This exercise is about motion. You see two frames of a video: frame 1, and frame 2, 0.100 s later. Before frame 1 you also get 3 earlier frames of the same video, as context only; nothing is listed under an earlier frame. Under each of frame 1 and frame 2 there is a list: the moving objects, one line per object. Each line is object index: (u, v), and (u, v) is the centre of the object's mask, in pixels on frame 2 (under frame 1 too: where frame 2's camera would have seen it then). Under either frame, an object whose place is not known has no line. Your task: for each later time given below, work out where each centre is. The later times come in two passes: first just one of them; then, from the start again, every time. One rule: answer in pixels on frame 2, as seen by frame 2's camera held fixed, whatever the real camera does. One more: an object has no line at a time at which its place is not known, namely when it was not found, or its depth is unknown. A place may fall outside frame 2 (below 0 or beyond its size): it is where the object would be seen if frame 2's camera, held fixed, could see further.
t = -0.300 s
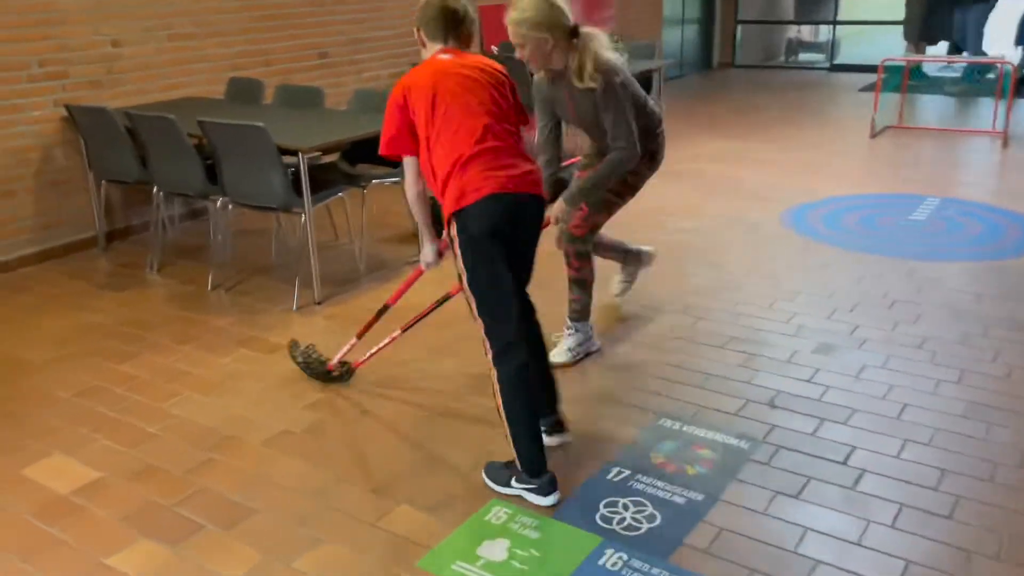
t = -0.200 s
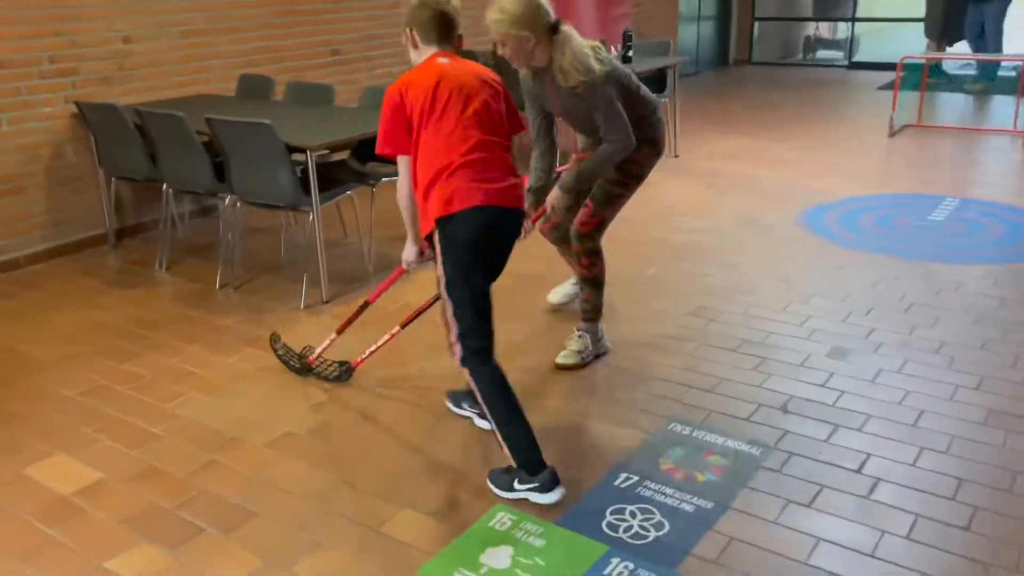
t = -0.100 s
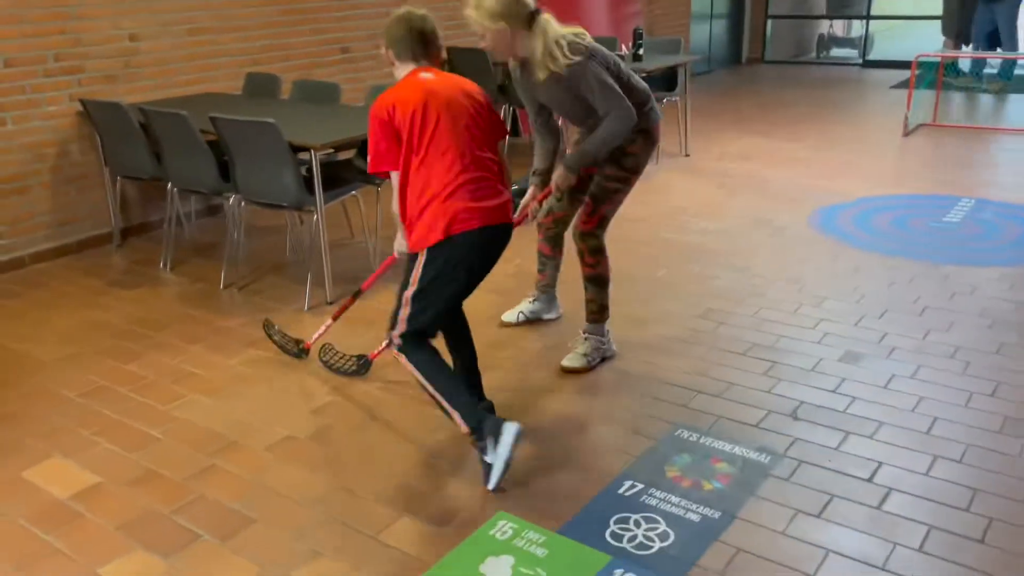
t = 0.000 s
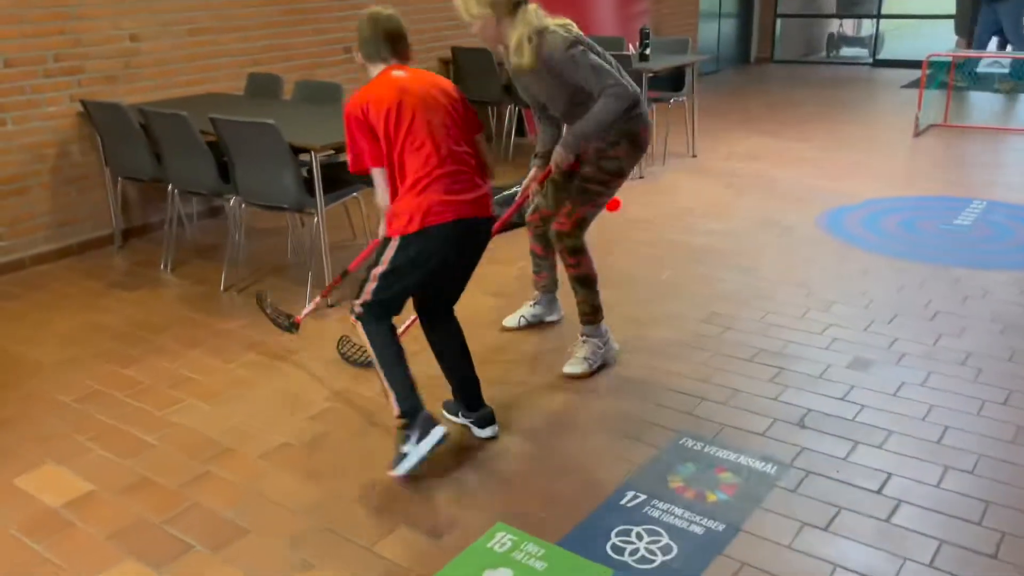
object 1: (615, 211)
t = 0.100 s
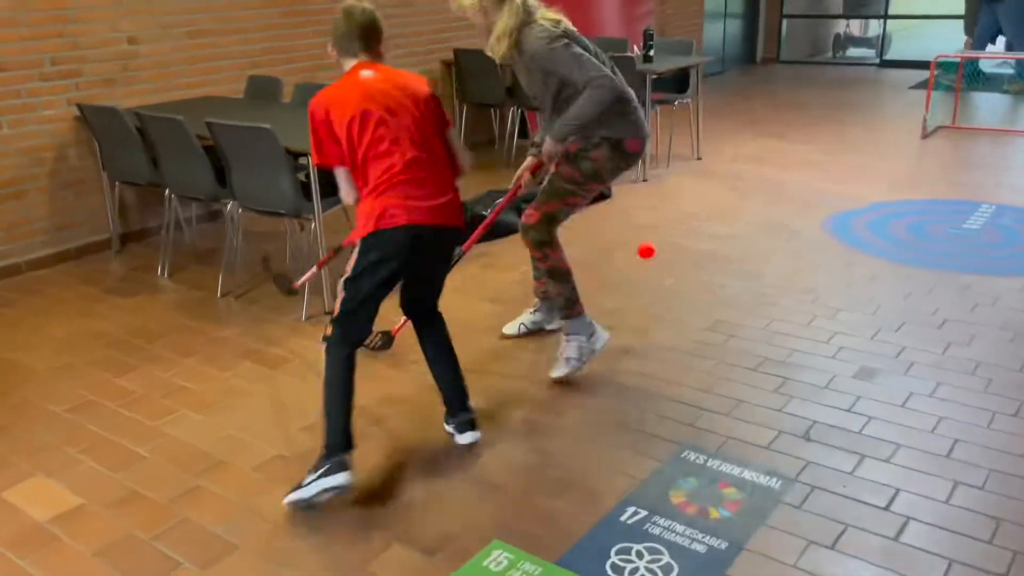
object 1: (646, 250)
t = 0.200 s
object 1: (672, 279)
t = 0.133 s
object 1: (656, 269)
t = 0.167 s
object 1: (666, 289)
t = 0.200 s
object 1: (672, 279)
